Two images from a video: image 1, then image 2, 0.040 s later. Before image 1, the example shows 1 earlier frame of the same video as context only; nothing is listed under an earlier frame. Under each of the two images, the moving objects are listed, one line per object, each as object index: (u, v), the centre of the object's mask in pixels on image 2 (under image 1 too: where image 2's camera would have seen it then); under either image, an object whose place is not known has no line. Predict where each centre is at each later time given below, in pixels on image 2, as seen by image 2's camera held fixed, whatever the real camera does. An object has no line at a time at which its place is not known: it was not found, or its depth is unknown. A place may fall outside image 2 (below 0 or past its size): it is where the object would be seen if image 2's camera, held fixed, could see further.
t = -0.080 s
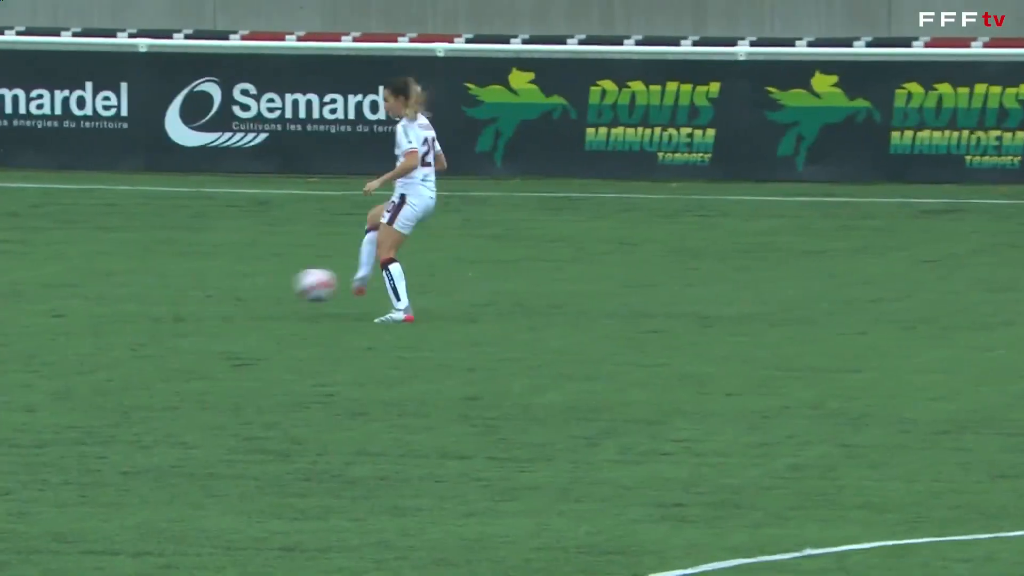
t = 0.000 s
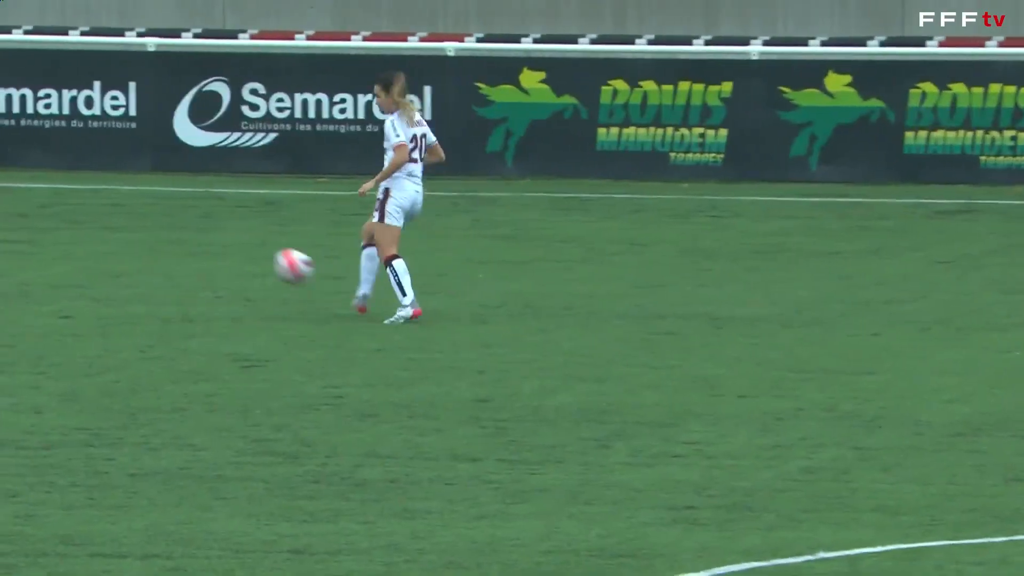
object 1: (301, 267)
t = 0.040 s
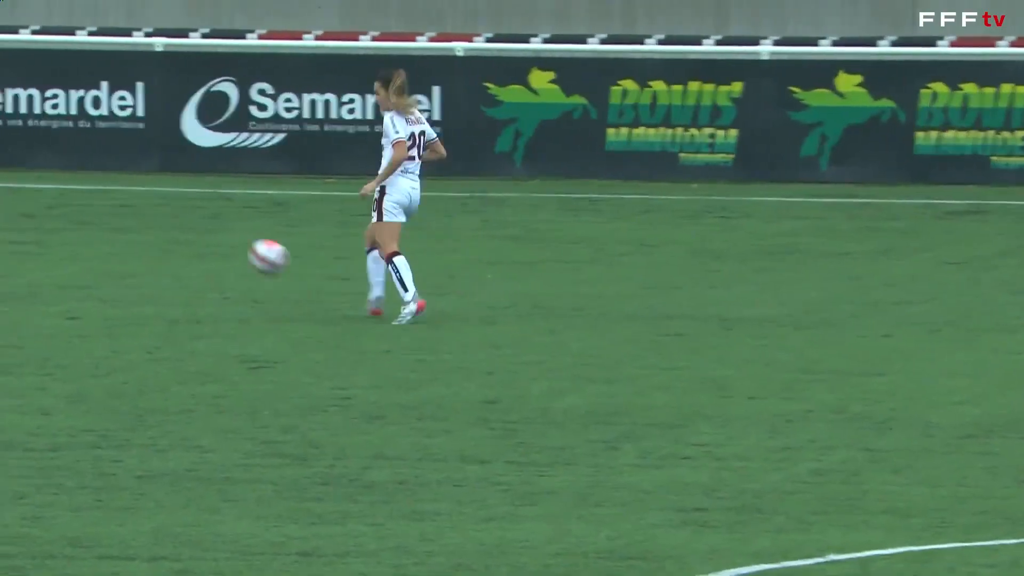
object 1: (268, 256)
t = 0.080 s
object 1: (237, 248)
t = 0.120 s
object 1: (204, 243)
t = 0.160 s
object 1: (171, 240)
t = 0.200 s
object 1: (138, 239)
